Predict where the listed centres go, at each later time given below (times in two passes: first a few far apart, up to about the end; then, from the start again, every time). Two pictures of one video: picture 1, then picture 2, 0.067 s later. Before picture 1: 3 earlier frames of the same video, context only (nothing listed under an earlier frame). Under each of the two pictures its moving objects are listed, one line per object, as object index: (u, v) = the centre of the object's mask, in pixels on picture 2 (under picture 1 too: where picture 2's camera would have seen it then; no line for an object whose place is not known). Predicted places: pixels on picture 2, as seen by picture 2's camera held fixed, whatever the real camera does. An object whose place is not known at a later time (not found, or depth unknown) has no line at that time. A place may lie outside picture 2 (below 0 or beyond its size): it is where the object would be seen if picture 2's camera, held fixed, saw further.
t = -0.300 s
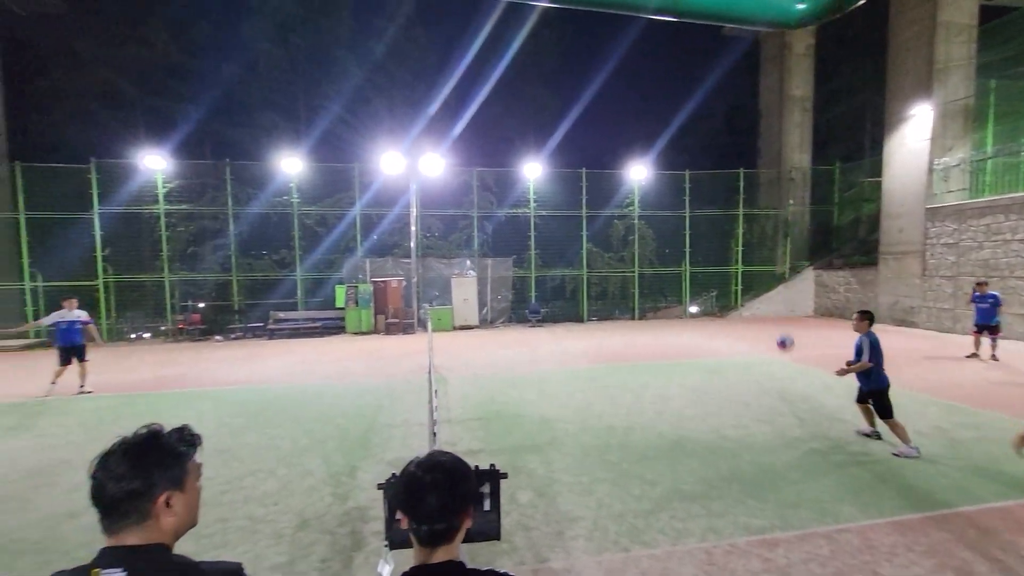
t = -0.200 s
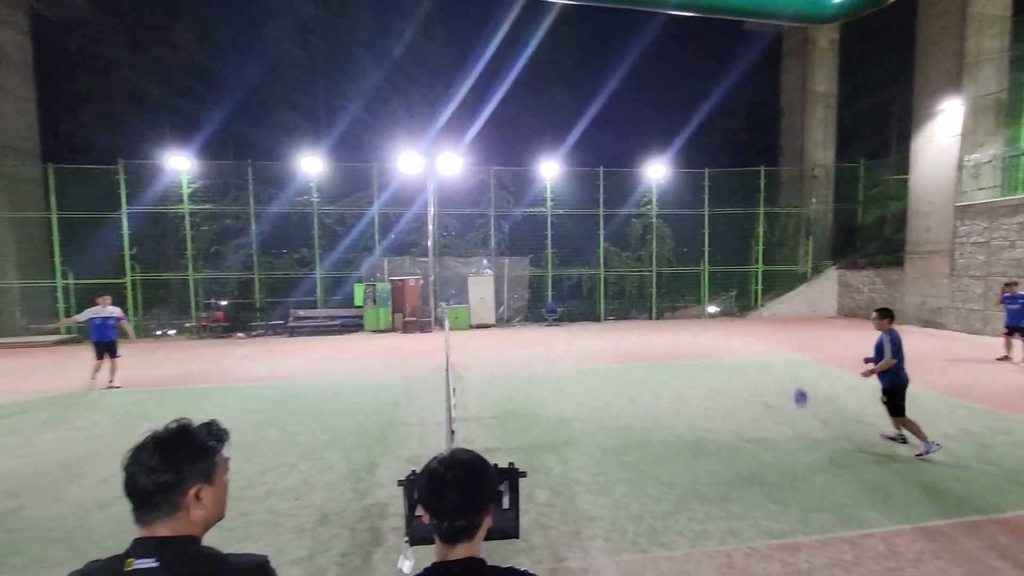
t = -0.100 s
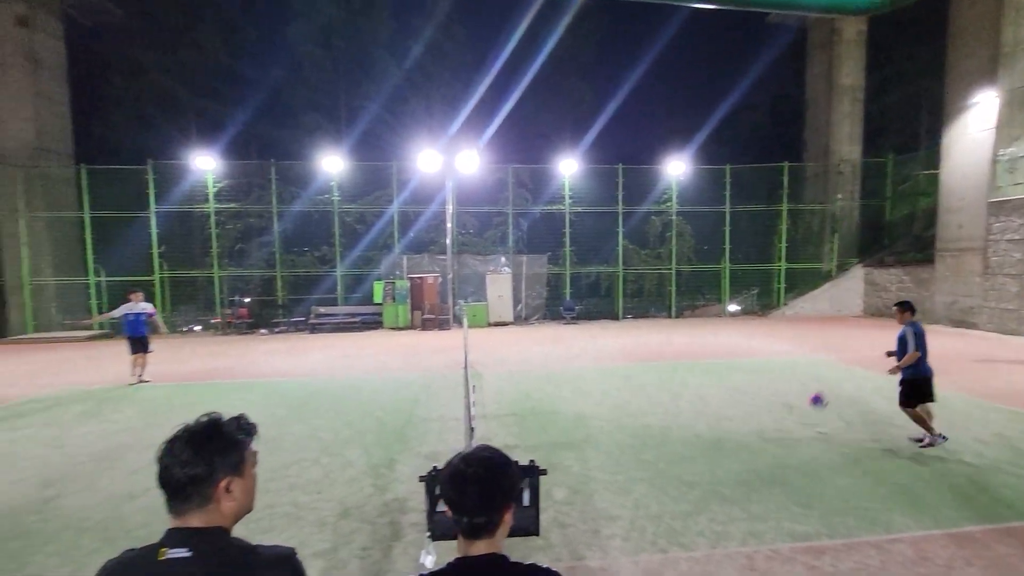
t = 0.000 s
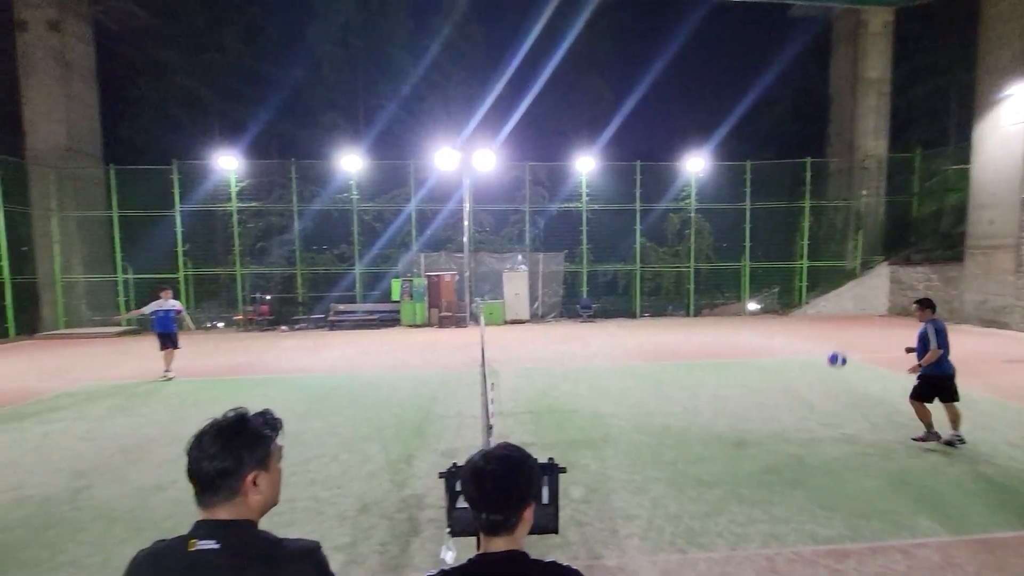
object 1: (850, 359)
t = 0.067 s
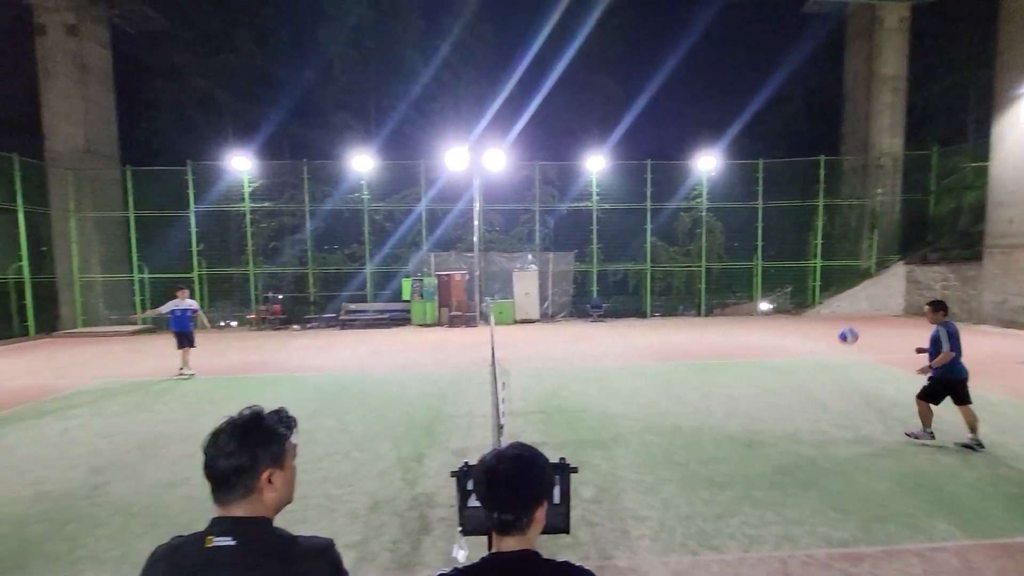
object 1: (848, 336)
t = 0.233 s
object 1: (843, 291)
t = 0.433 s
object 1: (833, 269)
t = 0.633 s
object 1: (820, 278)
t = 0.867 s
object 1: (803, 331)
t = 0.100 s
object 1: (847, 325)
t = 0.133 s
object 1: (845, 315)
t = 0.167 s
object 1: (843, 306)
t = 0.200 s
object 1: (842, 299)
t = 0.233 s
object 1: (843, 291)
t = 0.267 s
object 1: (841, 286)
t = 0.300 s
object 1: (840, 281)
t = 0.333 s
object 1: (838, 276)
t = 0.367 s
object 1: (836, 273)
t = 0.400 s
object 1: (834, 270)
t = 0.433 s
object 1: (833, 269)
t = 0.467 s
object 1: (831, 268)
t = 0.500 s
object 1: (828, 268)
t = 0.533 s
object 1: (826, 269)
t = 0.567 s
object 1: (824, 271)
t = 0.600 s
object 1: (822, 275)
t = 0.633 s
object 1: (820, 278)
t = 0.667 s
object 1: (818, 283)
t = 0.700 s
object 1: (815, 289)
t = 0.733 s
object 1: (812, 295)
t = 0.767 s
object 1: (810, 303)
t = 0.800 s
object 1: (808, 311)
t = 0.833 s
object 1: (805, 320)
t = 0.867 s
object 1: (803, 331)
